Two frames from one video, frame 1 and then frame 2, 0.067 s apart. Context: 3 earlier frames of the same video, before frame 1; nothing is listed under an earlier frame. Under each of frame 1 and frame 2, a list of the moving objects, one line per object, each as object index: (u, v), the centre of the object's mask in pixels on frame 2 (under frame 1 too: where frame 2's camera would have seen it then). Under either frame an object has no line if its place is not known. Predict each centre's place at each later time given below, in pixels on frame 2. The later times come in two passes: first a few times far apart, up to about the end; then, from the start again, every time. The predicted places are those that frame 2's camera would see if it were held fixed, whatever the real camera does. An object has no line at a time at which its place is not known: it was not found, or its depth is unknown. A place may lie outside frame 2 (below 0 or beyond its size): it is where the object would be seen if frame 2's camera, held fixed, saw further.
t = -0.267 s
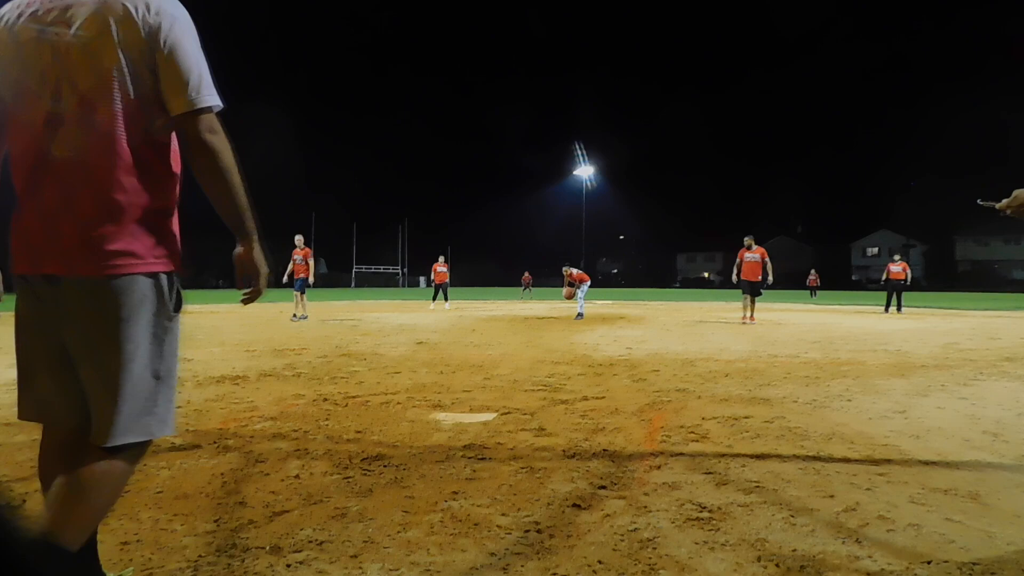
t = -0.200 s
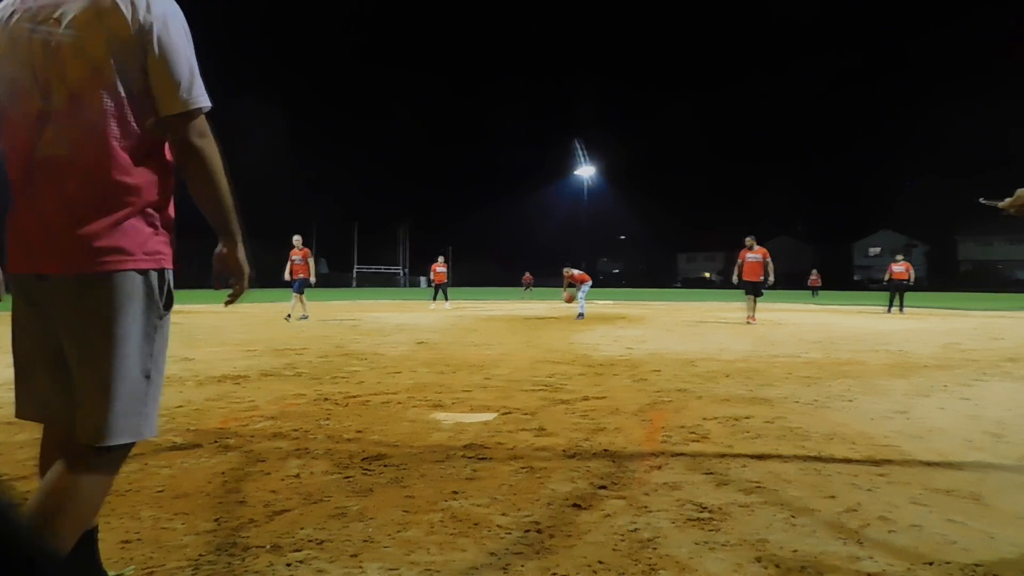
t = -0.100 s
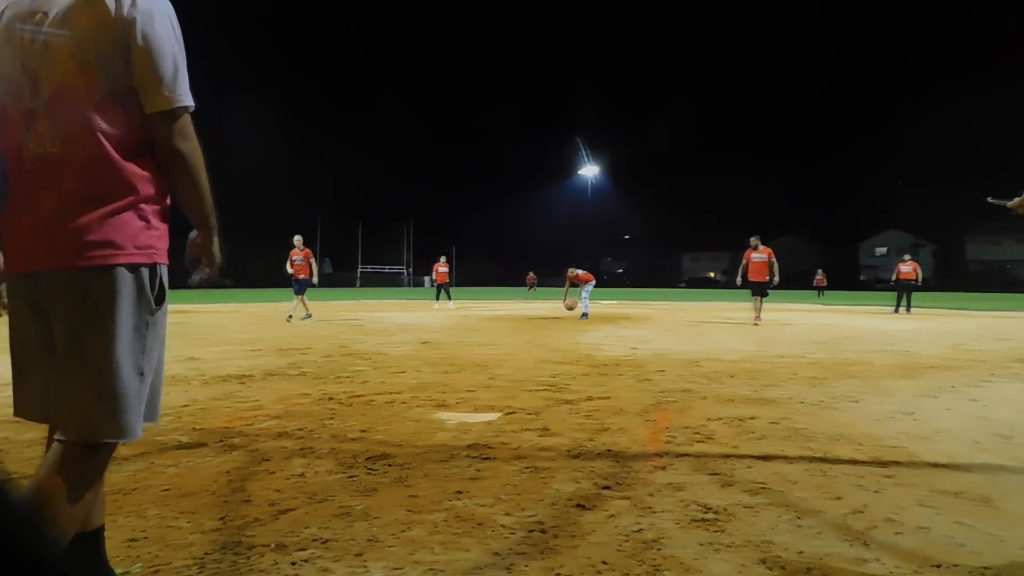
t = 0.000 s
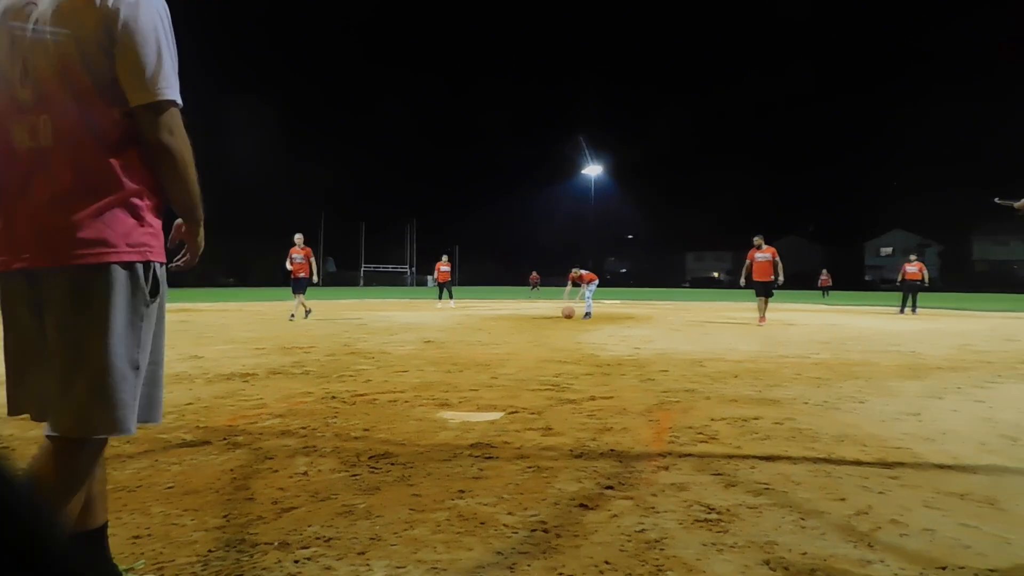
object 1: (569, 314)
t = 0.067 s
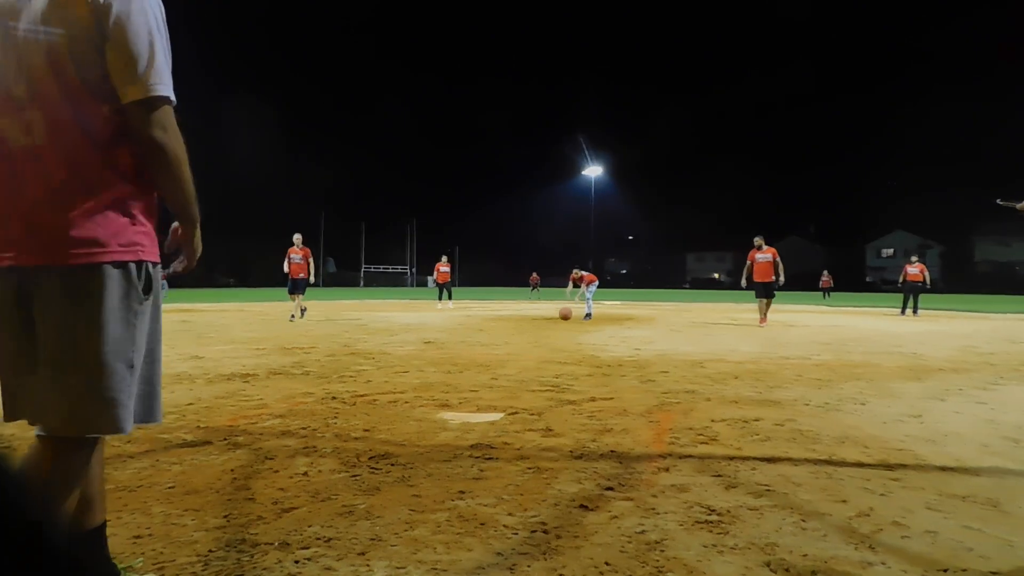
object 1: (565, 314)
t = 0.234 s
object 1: (557, 306)
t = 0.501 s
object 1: (543, 320)
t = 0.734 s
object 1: (533, 319)
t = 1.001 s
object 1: (518, 326)
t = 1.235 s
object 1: (503, 329)
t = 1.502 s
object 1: (485, 333)
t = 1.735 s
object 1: (469, 337)
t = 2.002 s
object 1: (448, 343)
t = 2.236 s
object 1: (430, 347)
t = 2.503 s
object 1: (403, 346)
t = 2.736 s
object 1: (373, 360)
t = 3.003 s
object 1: (327, 367)
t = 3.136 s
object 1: (300, 369)
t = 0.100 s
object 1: (563, 311)
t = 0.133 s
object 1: (562, 309)
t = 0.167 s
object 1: (560, 308)
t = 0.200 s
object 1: (558, 307)
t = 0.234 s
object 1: (557, 306)
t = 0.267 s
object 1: (555, 306)
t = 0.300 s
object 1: (553, 307)
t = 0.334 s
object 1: (551, 310)
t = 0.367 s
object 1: (550, 312)
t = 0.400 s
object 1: (548, 314)
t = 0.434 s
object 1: (546, 317)
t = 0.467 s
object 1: (544, 320)
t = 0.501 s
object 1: (543, 320)
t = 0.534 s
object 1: (541, 318)
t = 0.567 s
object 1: (540, 318)
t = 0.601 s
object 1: (538, 317)
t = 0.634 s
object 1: (538, 315)
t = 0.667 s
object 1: (536, 316)
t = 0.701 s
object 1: (534, 317)
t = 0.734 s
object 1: (533, 319)
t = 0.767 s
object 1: (531, 321)
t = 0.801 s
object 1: (530, 324)
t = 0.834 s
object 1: (527, 324)
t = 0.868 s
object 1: (525, 321)
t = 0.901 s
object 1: (524, 321)
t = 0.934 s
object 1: (522, 322)
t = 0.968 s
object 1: (520, 323)
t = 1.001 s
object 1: (518, 326)
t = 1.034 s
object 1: (516, 327)
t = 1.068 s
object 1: (514, 327)
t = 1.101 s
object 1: (511, 327)
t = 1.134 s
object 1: (509, 327)
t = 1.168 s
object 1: (507, 328)
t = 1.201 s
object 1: (505, 329)
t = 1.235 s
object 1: (503, 329)
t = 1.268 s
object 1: (501, 329)
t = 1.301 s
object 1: (499, 329)
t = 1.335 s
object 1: (496, 330)
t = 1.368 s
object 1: (494, 330)
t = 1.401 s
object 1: (492, 331)
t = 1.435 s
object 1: (489, 331)
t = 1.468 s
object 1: (487, 332)
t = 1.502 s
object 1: (485, 333)
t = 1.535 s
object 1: (483, 332)
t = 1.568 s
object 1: (481, 331)
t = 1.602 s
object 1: (479, 330)
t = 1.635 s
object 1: (476, 332)
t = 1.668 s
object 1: (474, 335)
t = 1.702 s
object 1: (471, 338)
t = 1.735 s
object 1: (469, 337)
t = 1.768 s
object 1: (466, 336)
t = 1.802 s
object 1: (464, 335)
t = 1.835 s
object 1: (462, 335)
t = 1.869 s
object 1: (459, 336)
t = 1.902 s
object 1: (456, 338)
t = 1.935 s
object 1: (454, 342)
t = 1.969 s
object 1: (451, 344)
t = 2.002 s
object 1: (448, 343)
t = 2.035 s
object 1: (446, 342)
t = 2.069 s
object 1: (443, 340)
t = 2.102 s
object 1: (441, 339)
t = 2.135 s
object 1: (438, 339)
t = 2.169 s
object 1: (436, 341)
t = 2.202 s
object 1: (433, 343)
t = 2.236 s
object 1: (430, 347)
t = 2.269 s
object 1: (427, 352)
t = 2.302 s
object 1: (424, 355)
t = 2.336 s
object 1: (421, 353)
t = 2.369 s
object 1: (417, 349)
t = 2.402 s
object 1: (414, 346)
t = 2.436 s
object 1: (410, 345)
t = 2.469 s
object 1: (406, 345)
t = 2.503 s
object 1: (403, 346)
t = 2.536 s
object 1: (399, 348)
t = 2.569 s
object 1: (395, 352)
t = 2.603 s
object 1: (391, 357)
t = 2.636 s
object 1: (387, 363)
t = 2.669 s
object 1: (382, 366)
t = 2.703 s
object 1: (378, 363)
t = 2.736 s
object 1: (373, 360)
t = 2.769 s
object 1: (368, 359)
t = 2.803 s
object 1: (362, 360)
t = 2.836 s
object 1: (357, 362)
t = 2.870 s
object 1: (352, 364)
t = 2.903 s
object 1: (346, 368)
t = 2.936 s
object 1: (339, 372)
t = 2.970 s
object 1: (333, 370)
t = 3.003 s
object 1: (327, 367)
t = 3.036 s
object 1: (320, 366)
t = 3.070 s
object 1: (314, 366)
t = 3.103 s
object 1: (308, 367)
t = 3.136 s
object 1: (300, 369)
